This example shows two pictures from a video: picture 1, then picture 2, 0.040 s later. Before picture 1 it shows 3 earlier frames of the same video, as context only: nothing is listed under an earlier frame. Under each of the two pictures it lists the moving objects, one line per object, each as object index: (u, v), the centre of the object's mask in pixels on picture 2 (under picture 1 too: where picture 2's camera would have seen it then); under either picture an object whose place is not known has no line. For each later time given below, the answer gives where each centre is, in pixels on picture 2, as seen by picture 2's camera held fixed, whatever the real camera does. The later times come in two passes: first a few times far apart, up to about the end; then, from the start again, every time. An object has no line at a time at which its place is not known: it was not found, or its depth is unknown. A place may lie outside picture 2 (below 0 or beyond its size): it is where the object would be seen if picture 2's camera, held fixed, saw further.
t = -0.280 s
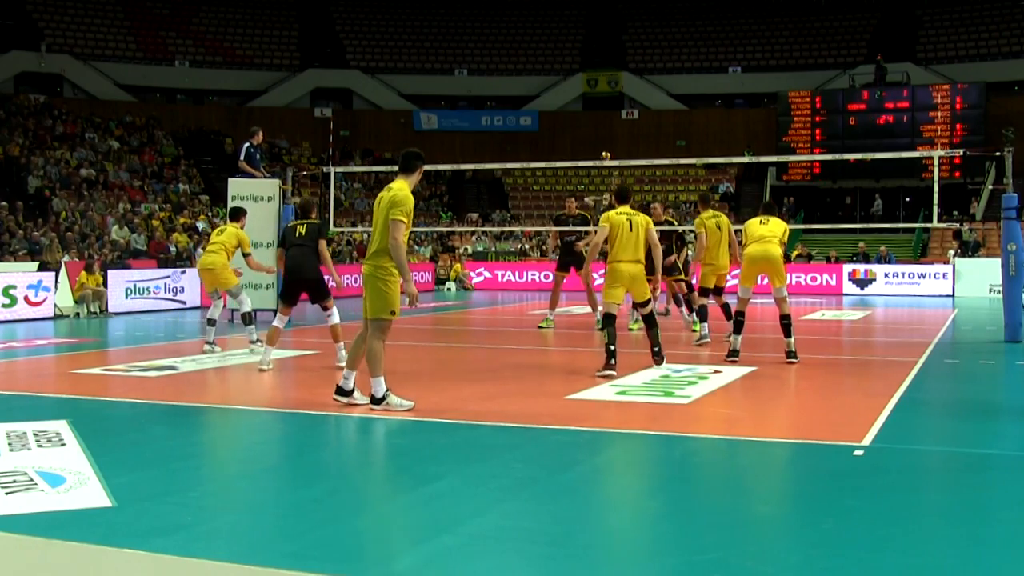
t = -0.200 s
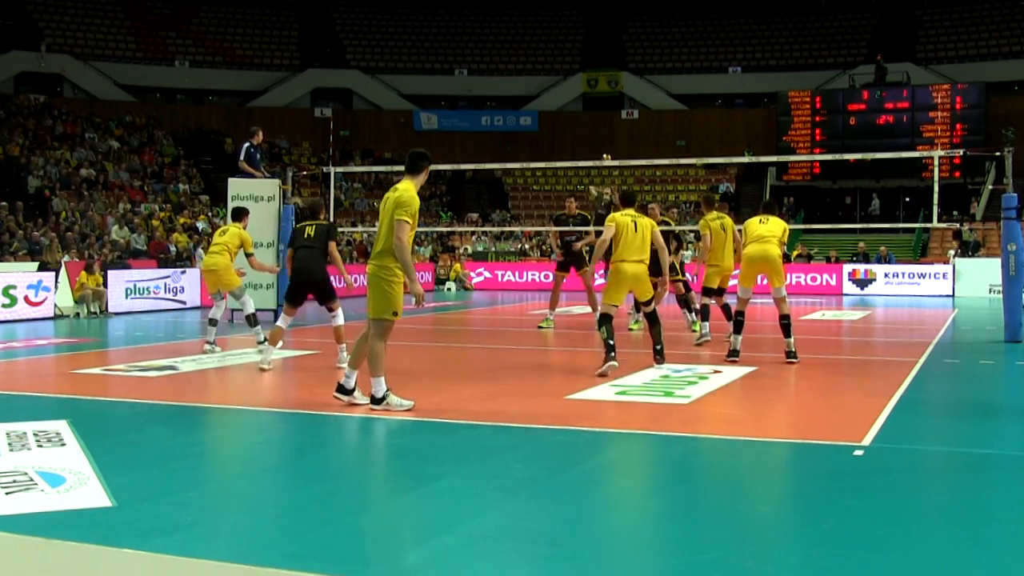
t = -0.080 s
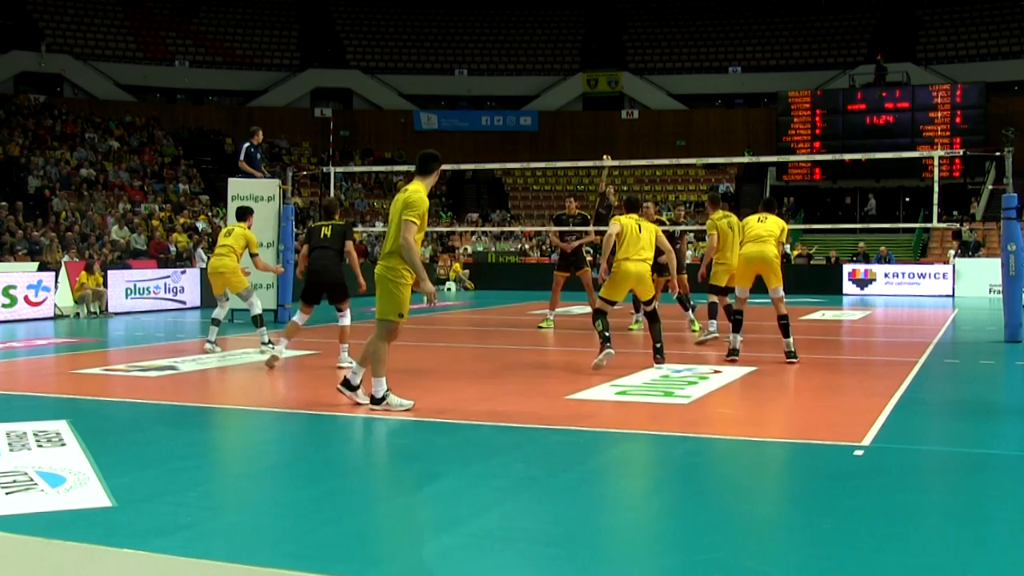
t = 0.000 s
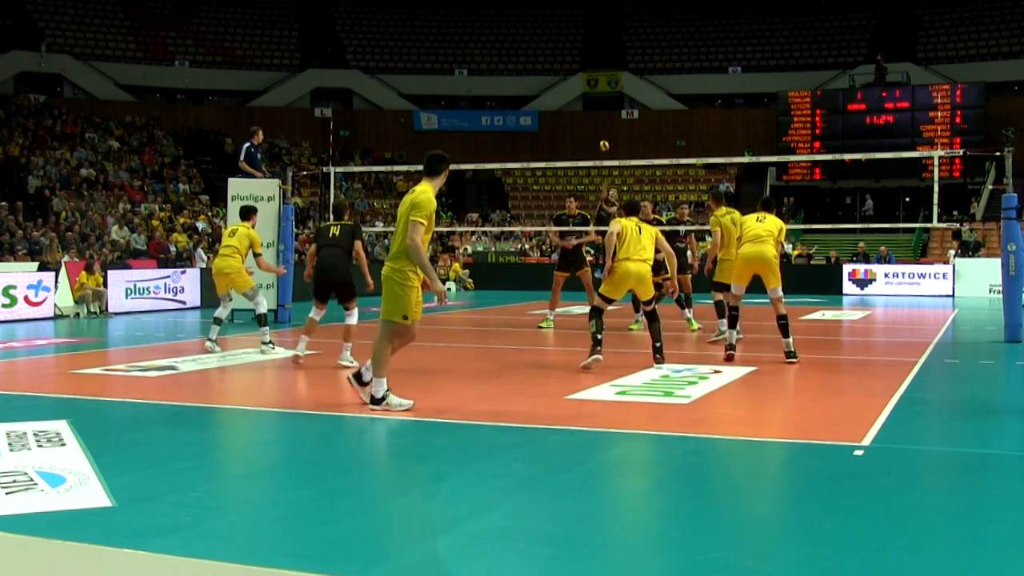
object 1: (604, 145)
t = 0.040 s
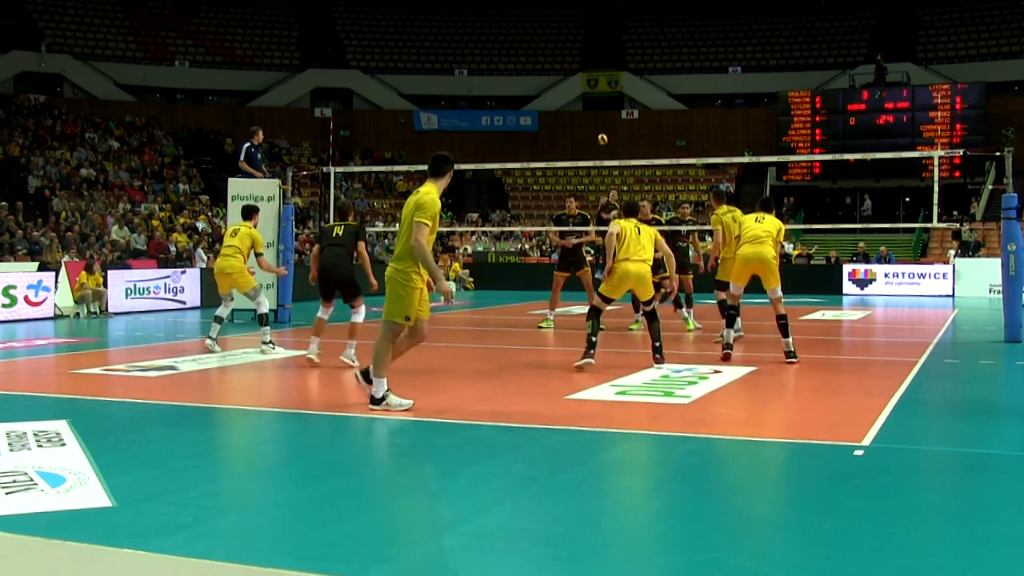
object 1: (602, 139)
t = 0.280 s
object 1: (585, 106)
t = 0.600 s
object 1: (539, 108)
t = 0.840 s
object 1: (478, 185)
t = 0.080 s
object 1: (601, 133)
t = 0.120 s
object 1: (598, 127)
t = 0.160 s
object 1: (596, 121)
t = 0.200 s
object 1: (593, 116)
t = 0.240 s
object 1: (589, 111)
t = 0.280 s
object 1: (585, 106)
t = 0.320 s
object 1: (581, 103)
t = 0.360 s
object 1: (576, 99)
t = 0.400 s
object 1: (572, 98)
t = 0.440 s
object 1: (566, 98)
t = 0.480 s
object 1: (560, 98)
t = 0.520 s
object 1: (554, 100)
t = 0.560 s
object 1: (547, 104)
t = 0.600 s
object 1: (539, 108)
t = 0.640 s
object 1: (531, 115)
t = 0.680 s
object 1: (522, 125)
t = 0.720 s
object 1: (511, 136)
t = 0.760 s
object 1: (501, 149)
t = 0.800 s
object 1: (490, 166)
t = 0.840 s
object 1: (478, 185)
